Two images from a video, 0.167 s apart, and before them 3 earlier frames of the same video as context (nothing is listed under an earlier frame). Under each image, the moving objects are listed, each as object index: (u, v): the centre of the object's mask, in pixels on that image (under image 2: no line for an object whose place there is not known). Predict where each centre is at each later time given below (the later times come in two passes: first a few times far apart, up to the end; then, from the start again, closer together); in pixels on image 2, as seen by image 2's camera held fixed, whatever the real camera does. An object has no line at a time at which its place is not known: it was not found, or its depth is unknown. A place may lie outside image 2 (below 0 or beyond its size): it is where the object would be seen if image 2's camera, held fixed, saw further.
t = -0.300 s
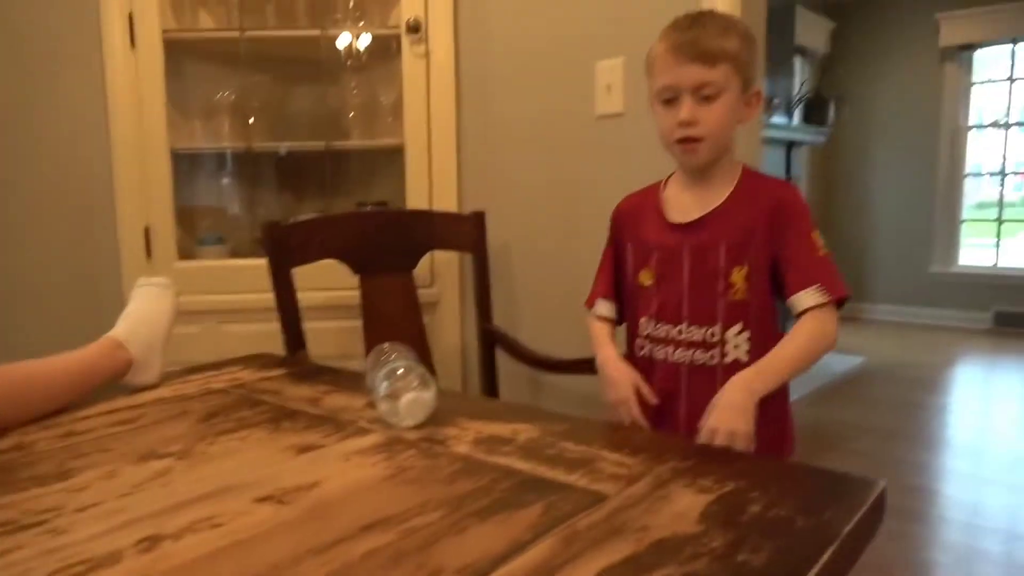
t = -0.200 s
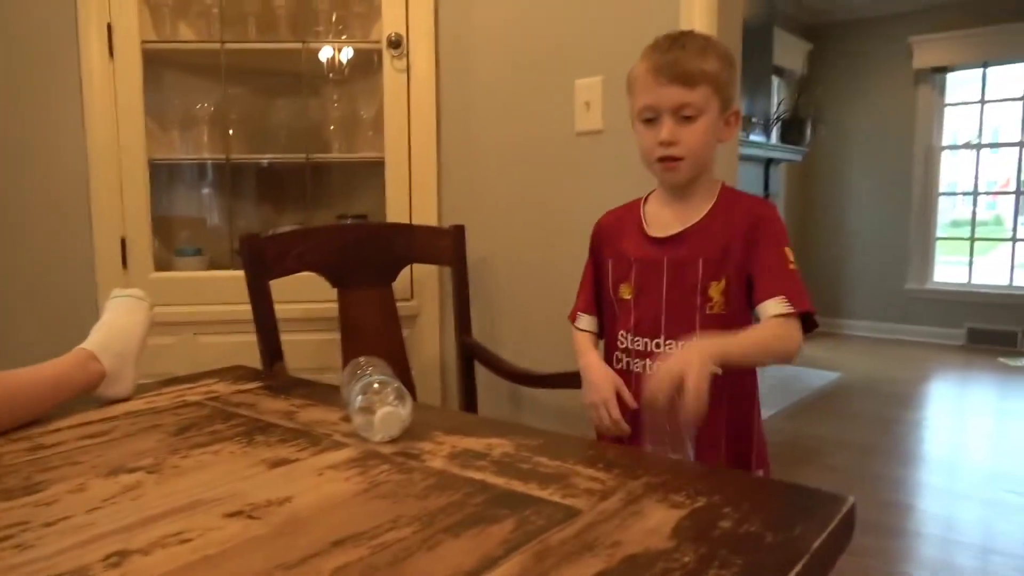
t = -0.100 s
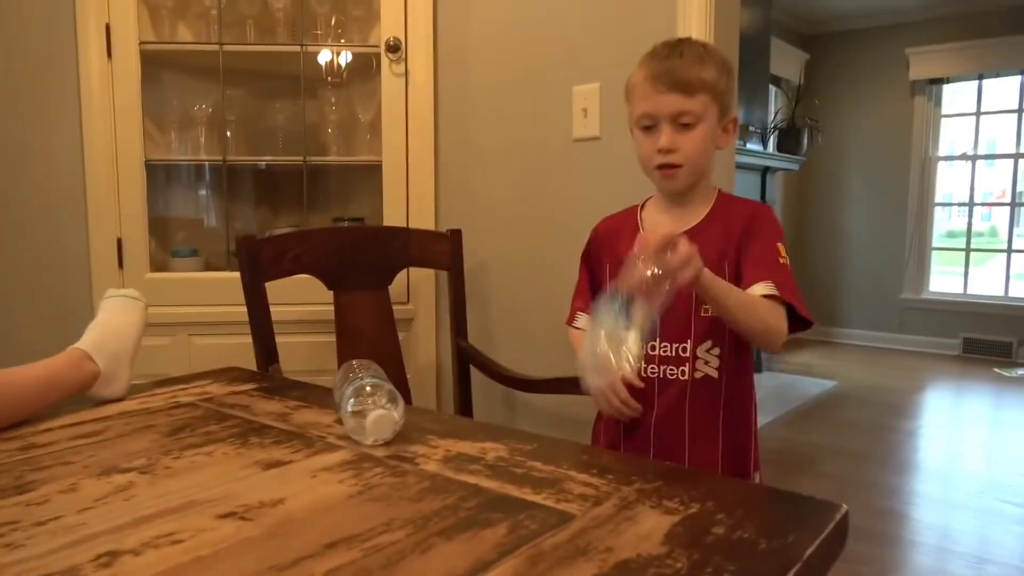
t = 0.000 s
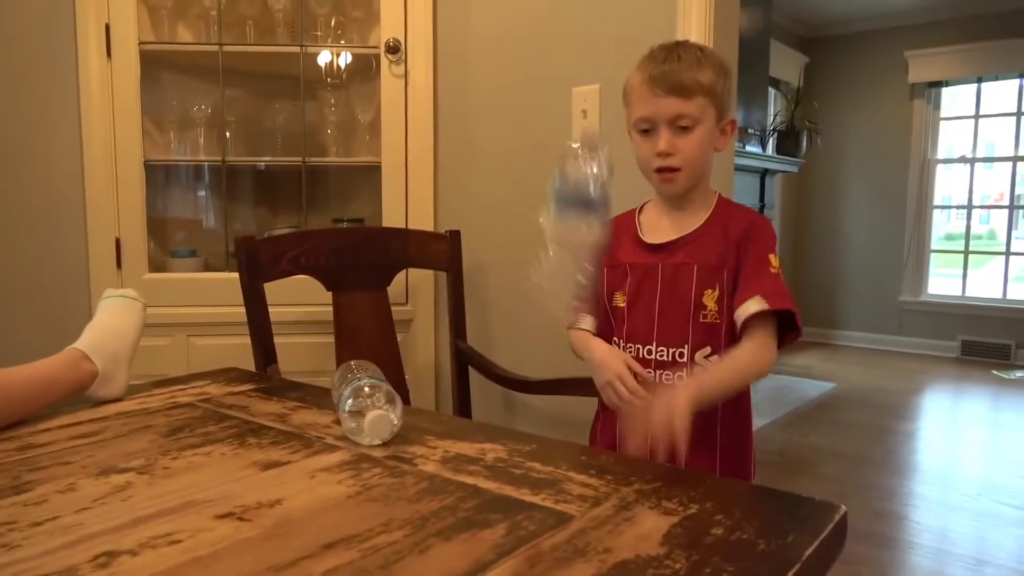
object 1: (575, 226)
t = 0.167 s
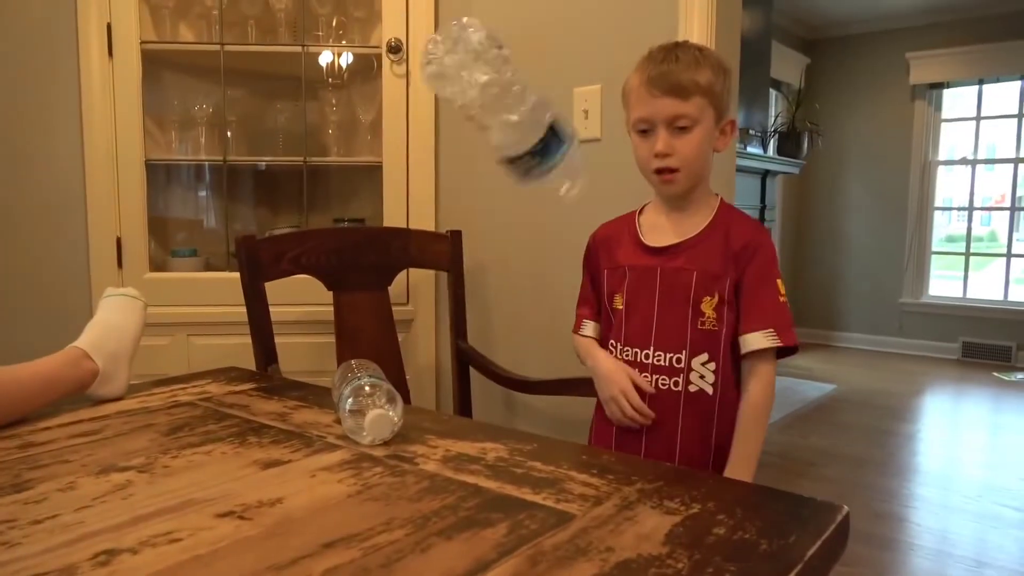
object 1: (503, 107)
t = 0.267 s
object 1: (464, 233)
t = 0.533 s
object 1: (311, 516)
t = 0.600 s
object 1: (292, 519)
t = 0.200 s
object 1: (491, 131)
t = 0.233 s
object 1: (477, 175)
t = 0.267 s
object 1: (464, 233)
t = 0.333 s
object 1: (429, 374)
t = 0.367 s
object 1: (415, 375)
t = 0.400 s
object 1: (398, 381)
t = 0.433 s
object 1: (375, 390)
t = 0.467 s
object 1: (346, 420)
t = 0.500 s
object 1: (319, 494)
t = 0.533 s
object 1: (311, 516)
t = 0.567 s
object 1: (299, 519)
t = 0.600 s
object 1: (292, 519)
